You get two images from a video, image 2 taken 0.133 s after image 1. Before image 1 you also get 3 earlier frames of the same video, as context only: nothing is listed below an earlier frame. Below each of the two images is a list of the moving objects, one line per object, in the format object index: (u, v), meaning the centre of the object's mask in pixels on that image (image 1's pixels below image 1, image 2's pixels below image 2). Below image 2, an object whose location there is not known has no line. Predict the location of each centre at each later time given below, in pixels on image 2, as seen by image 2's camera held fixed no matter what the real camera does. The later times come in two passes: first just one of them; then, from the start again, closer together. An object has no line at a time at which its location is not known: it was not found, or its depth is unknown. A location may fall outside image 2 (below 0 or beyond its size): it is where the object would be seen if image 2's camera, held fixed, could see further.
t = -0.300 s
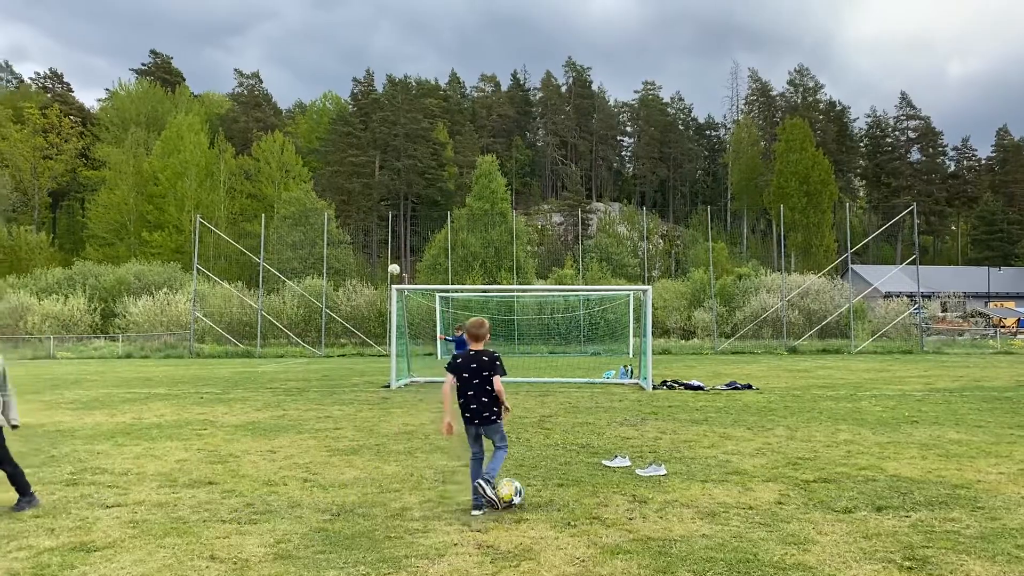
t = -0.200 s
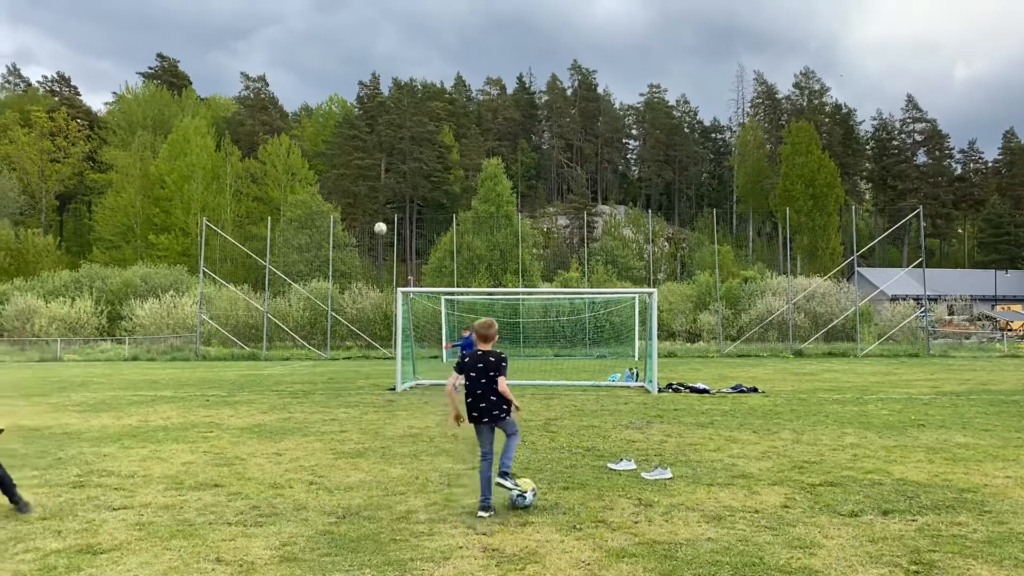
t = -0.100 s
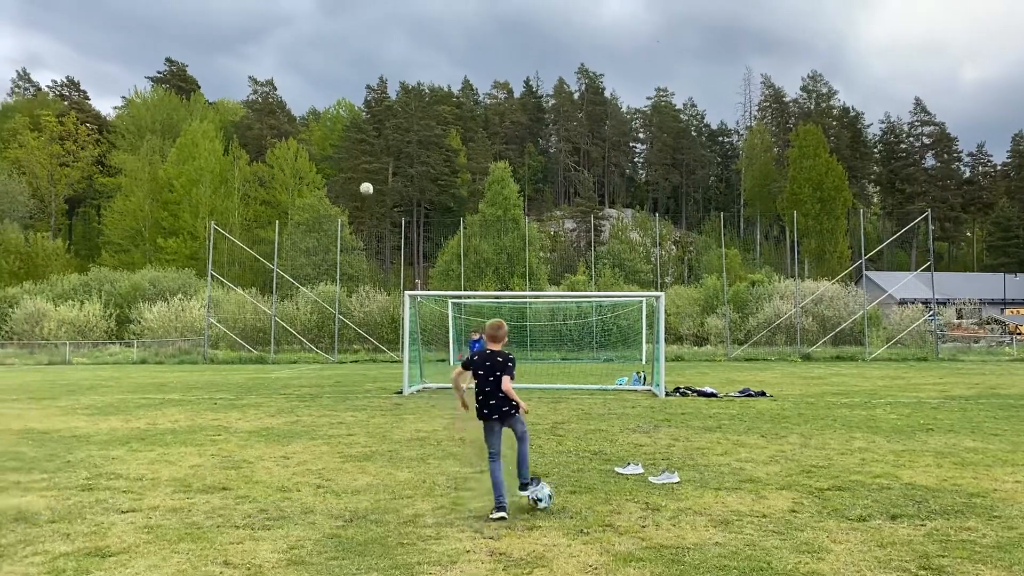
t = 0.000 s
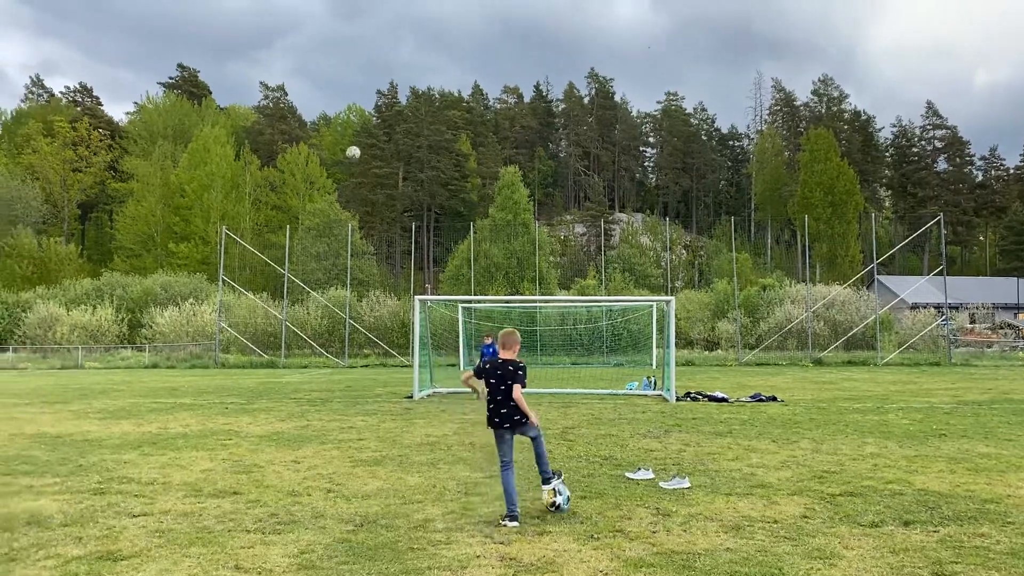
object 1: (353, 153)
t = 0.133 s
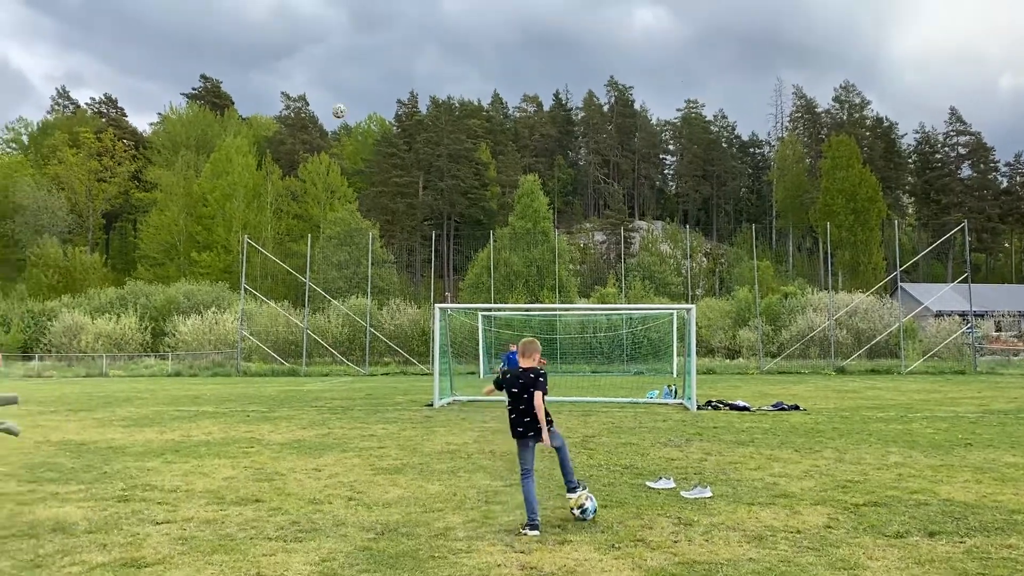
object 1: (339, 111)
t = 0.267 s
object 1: (301, 64)
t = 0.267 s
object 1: (301, 64)
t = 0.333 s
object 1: (279, 42)
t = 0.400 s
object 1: (256, 22)
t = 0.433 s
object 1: (243, 12)
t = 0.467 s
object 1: (230, 3)
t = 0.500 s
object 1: (216, -6)
